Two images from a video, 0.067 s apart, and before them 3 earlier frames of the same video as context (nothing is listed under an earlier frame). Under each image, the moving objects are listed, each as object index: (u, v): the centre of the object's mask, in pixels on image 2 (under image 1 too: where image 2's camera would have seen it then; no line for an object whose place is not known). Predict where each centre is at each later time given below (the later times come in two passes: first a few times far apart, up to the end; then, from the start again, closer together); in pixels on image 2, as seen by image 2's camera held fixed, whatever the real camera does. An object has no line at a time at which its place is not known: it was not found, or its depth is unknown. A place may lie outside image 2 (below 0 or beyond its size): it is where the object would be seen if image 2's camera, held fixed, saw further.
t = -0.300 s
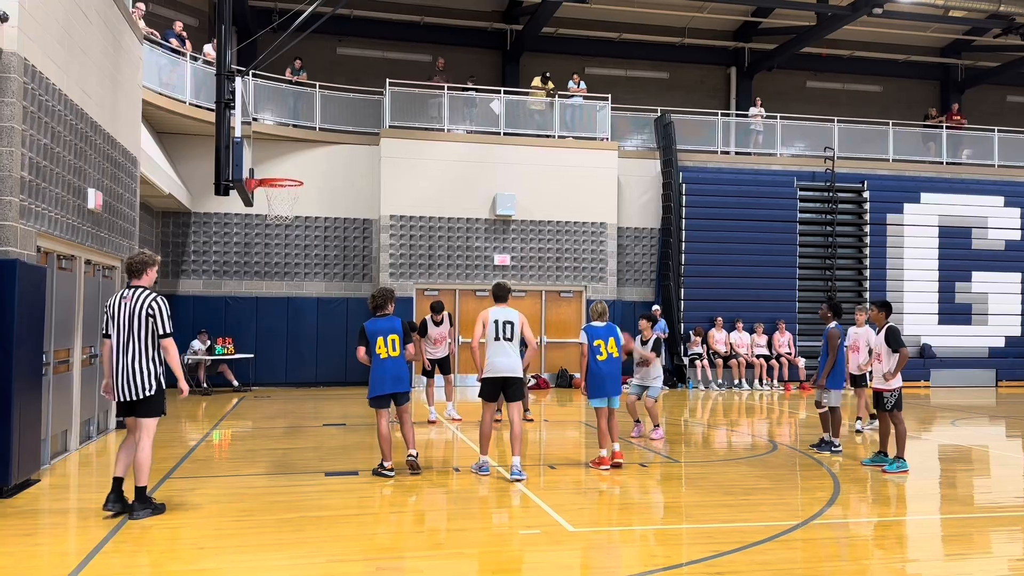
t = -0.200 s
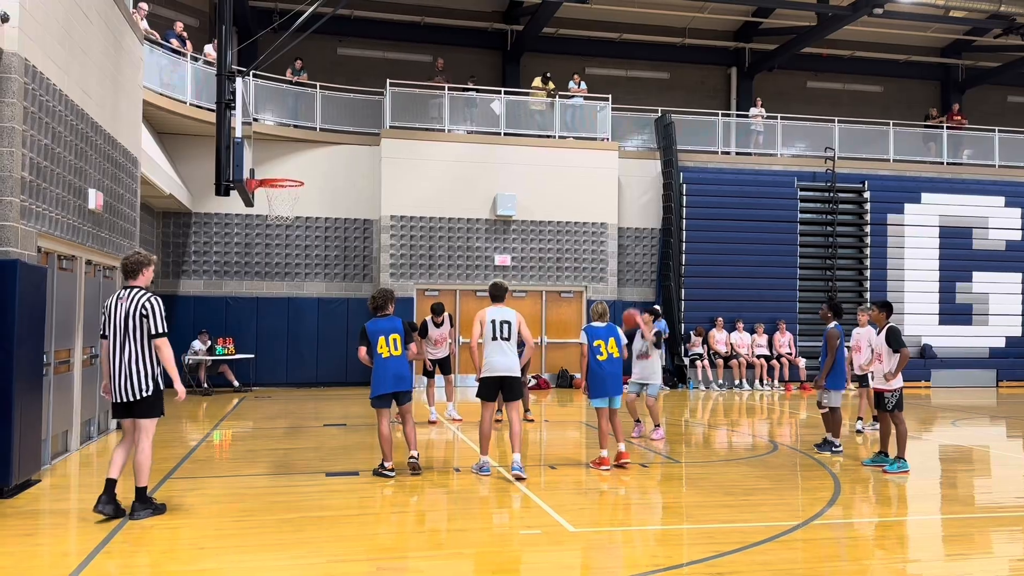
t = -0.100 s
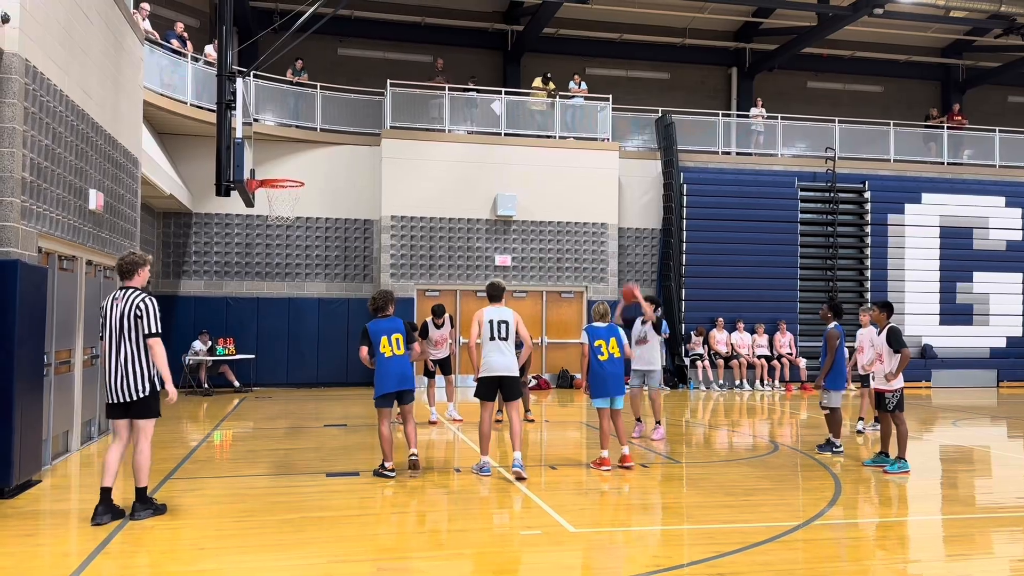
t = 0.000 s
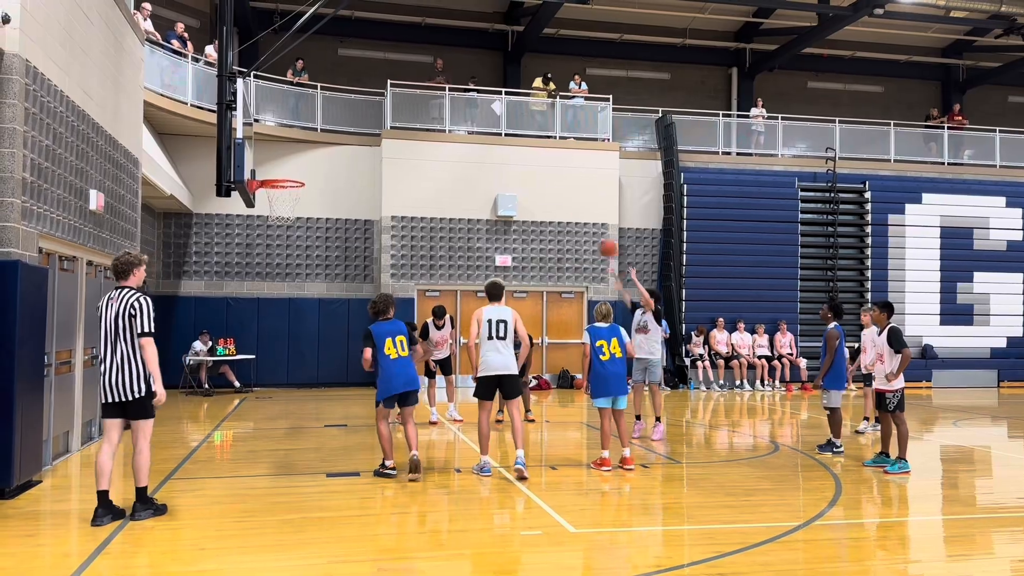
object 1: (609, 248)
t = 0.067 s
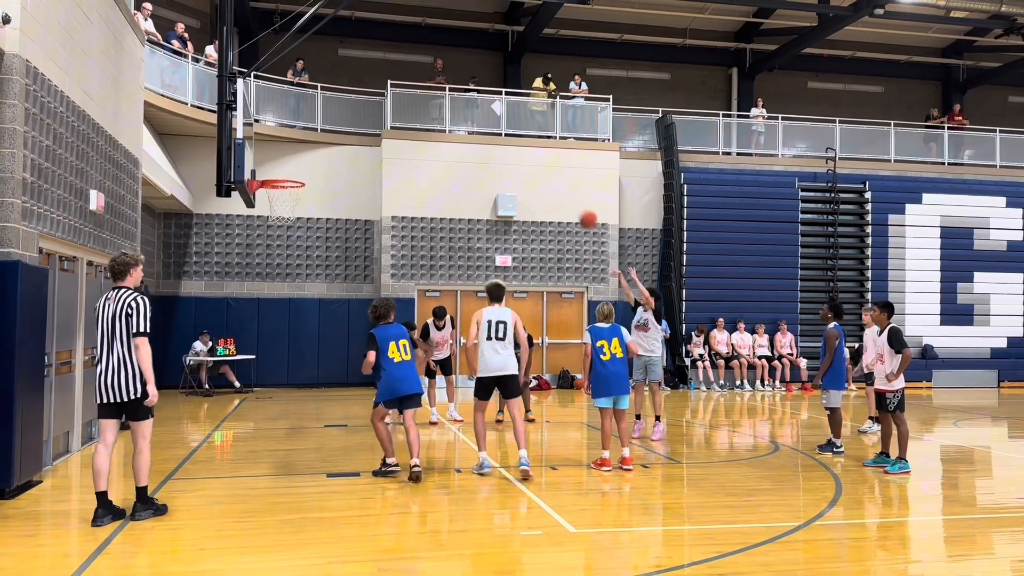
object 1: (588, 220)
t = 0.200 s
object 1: (547, 171)
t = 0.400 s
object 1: (484, 123)
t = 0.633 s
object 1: (409, 107)
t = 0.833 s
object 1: (342, 128)
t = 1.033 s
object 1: (273, 181)
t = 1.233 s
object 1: (303, 195)
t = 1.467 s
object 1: (286, 214)
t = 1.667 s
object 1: (265, 253)
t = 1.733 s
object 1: (259, 273)
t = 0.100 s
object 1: (578, 206)
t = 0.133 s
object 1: (568, 193)
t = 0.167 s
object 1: (557, 182)
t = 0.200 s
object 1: (547, 171)
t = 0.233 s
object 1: (536, 160)
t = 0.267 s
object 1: (526, 152)
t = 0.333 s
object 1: (506, 137)
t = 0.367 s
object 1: (494, 129)
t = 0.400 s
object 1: (484, 123)
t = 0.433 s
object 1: (474, 119)
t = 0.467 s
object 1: (463, 115)
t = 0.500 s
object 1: (452, 111)
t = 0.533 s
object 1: (441, 109)
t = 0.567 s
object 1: (430, 108)
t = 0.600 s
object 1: (420, 107)
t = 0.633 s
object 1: (409, 107)
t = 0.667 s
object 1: (398, 109)
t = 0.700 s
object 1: (386, 110)
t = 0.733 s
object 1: (375, 113)
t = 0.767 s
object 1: (365, 117)
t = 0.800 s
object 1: (352, 121)
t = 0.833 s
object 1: (342, 128)
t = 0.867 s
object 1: (332, 134)
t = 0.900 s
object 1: (319, 142)
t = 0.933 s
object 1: (308, 150)
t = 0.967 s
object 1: (297, 159)
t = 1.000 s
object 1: (285, 170)
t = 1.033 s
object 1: (273, 181)
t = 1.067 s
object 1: (280, 189)
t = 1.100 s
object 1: (289, 197)
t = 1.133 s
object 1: (296, 198)
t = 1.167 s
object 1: (302, 196)
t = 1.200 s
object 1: (304, 195)
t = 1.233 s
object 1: (303, 195)
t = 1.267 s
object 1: (301, 197)
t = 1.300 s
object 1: (299, 200)
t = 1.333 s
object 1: (297, 202)
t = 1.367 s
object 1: (295, 206)
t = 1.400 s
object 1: (292, 208)
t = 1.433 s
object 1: (288, 210)
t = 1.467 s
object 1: (286, 214)
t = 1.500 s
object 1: (282, 218)
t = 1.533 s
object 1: (278, 224)
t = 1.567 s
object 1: (275, 229)
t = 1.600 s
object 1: (272, 236)
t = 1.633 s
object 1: (268, 245)
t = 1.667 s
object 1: (265, 253)
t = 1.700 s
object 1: (262, 263)
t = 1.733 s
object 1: (259, 273)
